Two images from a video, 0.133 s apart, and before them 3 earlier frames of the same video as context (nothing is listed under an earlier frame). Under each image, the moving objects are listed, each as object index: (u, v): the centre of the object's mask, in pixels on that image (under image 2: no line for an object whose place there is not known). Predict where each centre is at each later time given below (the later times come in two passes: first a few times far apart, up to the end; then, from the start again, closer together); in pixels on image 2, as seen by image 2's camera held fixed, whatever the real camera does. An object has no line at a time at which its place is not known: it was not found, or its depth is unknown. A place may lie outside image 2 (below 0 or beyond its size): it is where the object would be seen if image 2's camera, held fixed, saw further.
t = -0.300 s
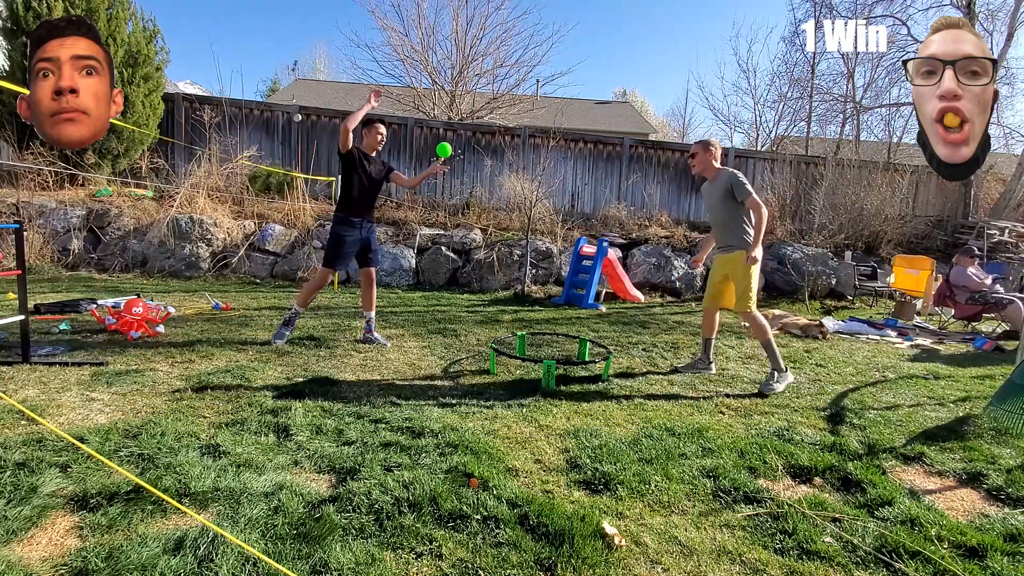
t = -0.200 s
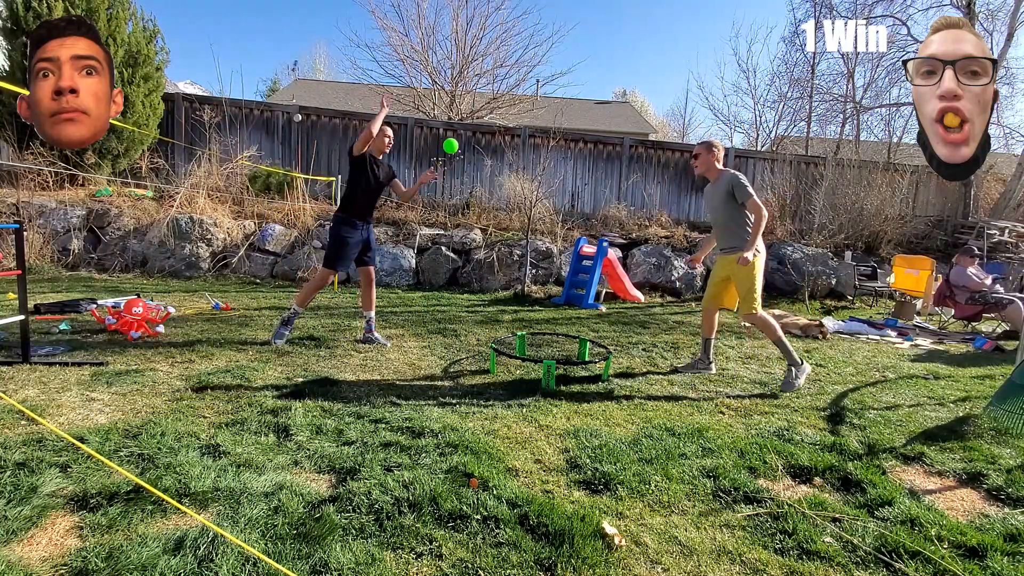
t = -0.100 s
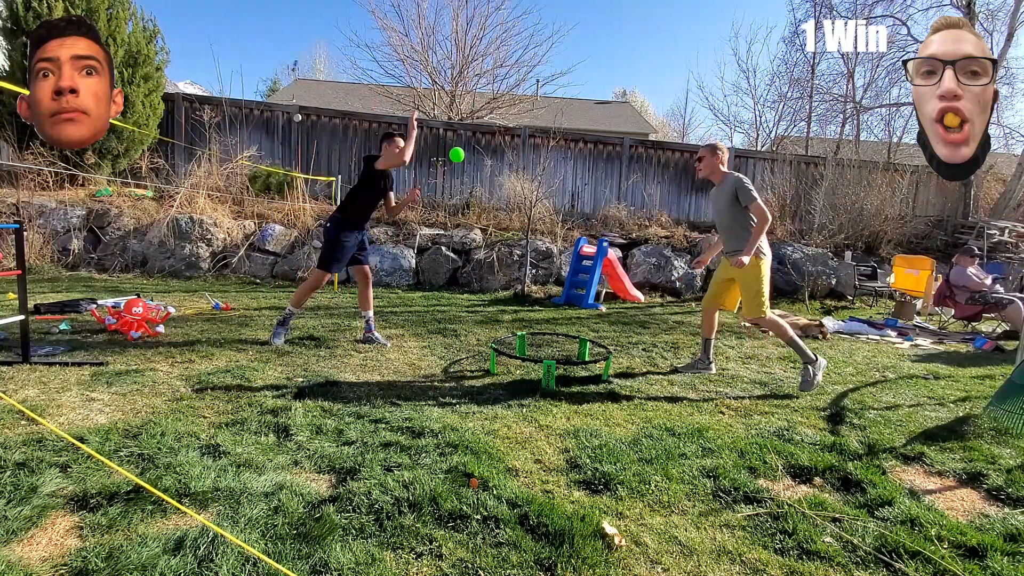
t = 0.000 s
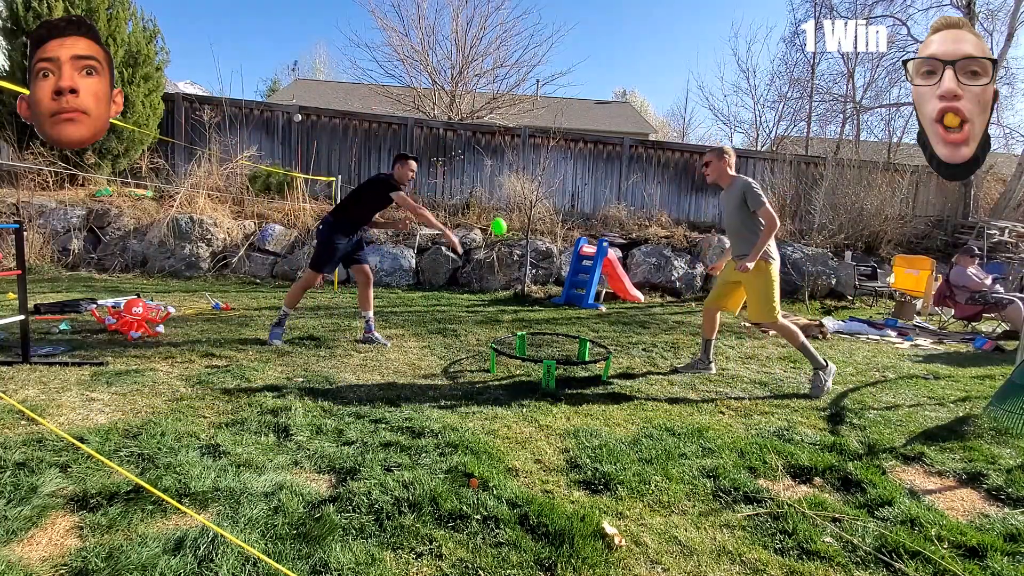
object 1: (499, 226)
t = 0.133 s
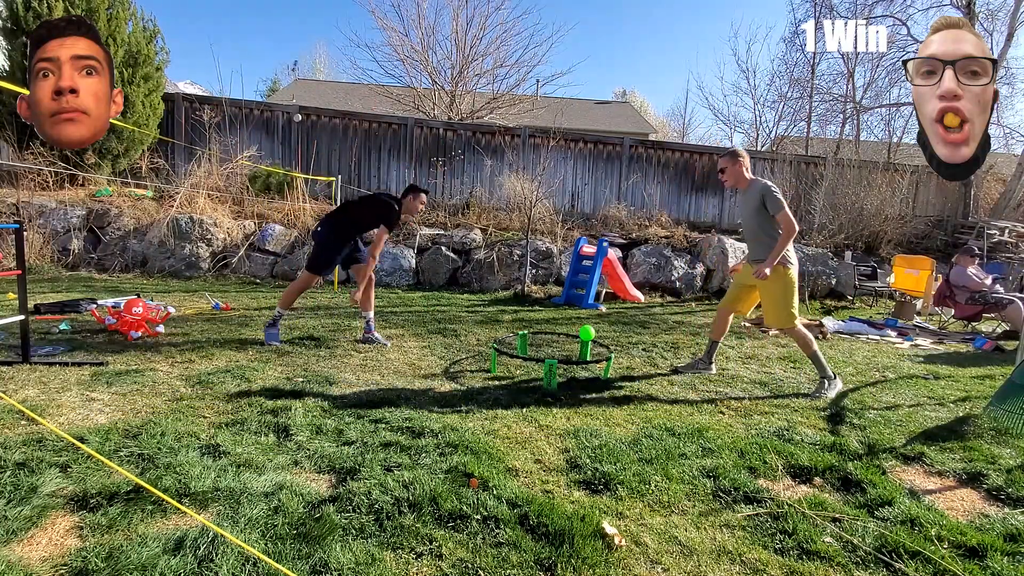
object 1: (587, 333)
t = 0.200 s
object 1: (598, 278)
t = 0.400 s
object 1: (634, 138)
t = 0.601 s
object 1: (670, 43)
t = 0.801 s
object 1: (704, 7)
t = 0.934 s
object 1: (725, 16)
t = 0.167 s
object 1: (592, 305)
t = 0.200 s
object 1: (598, 278)
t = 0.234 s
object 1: (604, 252)
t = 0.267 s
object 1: (610, 227)
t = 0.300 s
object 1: (616, 203)
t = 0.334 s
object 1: (622, 180)
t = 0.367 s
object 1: (628, 158)
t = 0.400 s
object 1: (634, 138)
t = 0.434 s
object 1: (640, 119)
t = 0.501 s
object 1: (652, 85)
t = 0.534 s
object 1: (658, 69)
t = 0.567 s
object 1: (664, 56)
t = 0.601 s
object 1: (670, 43)
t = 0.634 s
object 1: (676, 33)
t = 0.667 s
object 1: (682, 24)
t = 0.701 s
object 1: (688, 17)
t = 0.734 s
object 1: (693, 11)
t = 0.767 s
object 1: (699, 8)
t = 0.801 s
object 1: (704, 7)
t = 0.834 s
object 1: (709, 7)
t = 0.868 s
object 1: (715, 8)
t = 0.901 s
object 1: (720, 10)
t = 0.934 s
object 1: (725, 16)
